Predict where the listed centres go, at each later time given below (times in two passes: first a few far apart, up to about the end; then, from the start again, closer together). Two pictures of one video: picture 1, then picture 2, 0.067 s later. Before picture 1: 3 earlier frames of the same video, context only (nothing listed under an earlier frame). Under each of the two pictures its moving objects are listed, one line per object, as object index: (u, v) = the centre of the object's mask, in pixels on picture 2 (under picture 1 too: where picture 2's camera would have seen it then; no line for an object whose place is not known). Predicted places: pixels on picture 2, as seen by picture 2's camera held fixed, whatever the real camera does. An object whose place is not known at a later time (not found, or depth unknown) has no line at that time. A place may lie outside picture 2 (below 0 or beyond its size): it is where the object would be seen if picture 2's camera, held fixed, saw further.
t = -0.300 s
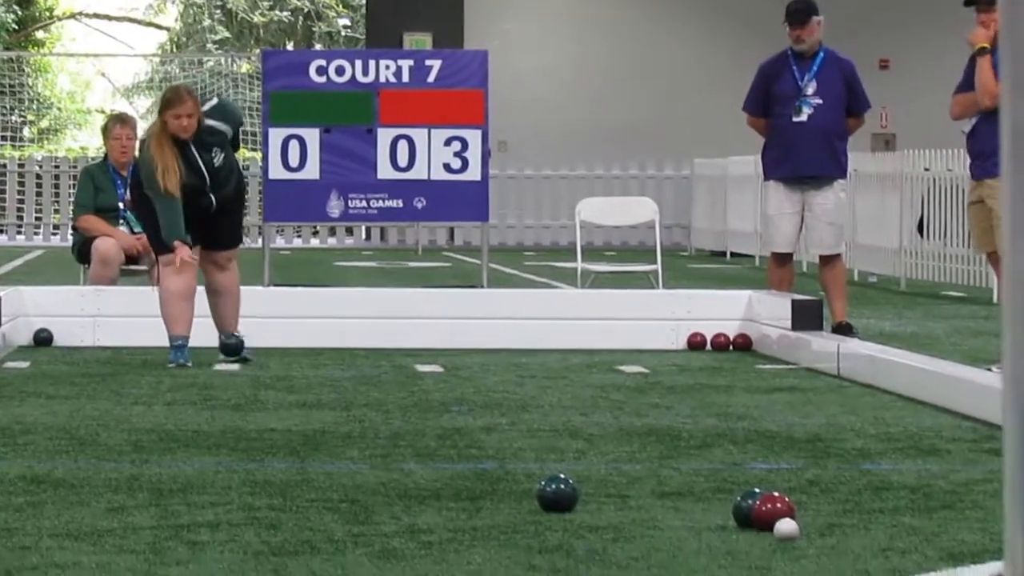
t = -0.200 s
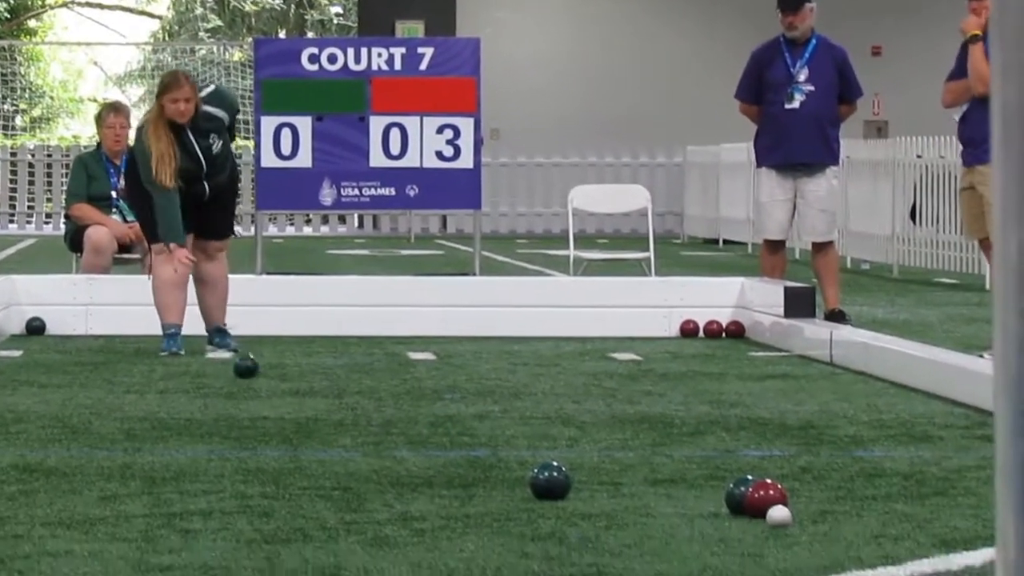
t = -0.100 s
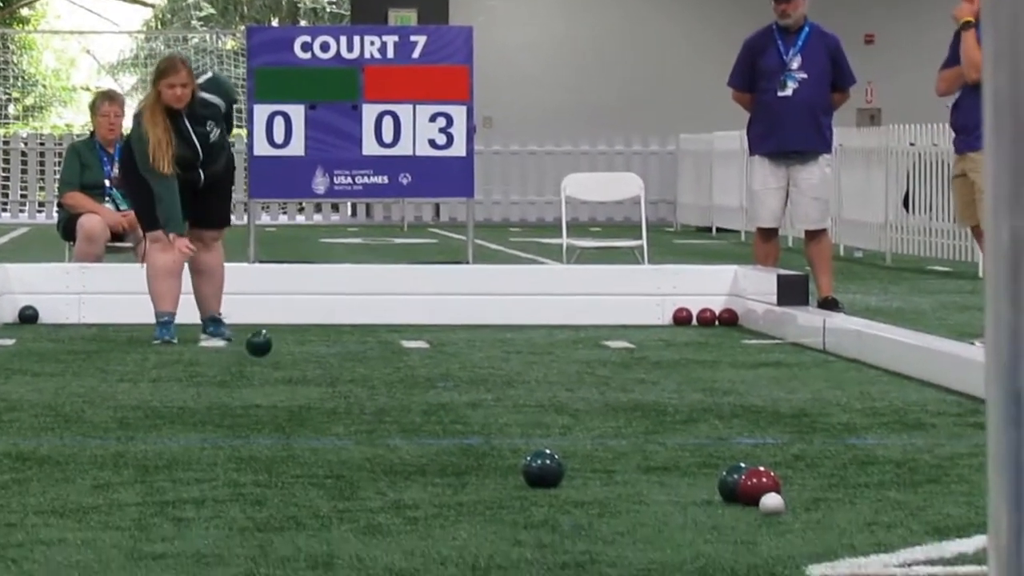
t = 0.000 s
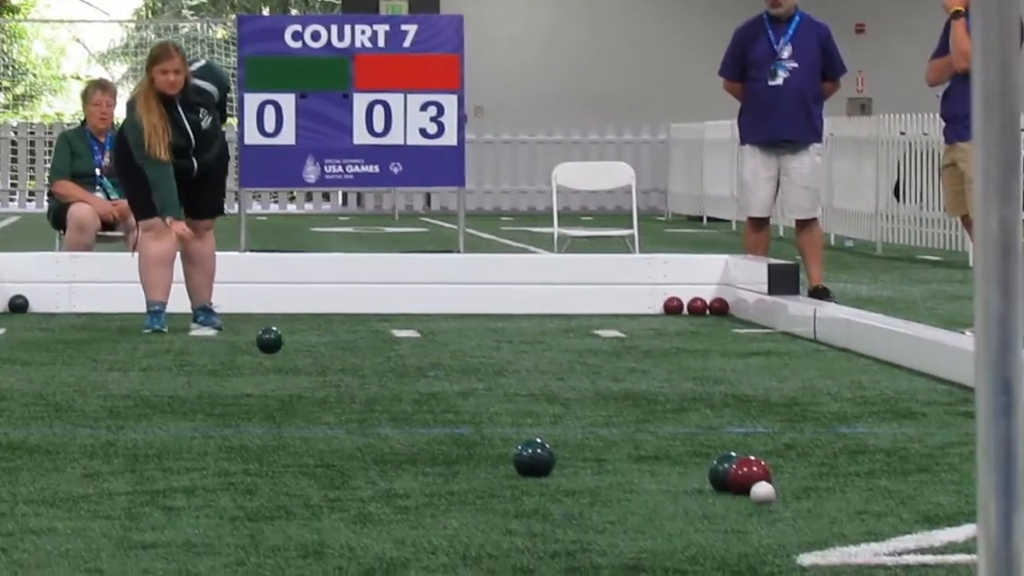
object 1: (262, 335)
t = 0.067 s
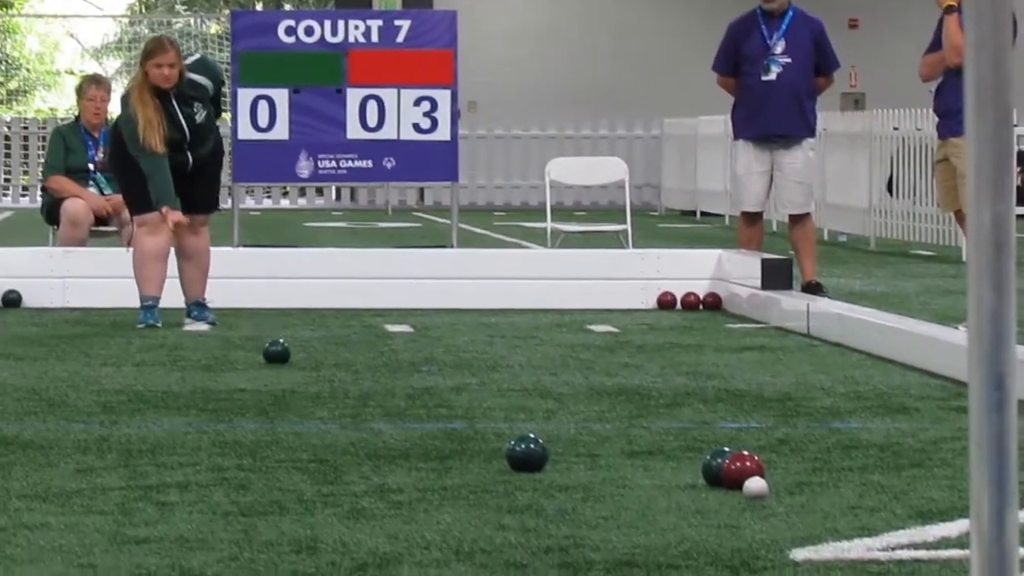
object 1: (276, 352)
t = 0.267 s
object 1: (317, 357)
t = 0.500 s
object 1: (368, 368)
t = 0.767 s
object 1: (427, 381)
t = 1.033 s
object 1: (486, 391)
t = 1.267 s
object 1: (534, 400)
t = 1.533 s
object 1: (589, 410)
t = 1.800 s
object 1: (641, 422)
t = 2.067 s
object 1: (688, 430)
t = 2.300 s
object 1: (720, 435)
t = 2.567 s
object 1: (747, 439)
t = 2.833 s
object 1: (770, 448)
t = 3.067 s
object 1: (788, 454)
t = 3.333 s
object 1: (798, 457)
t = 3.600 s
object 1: (801, 458)
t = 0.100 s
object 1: (283, 347)
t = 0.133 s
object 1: (290, 343)
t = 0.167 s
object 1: (297, 342)
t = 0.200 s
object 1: (303, 344)
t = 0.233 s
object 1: (310, 349)
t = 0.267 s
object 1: (317, 357)
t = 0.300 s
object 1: (325, 362)
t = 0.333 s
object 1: (332, 358)
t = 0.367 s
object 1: (339, 357)
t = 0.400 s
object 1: (346, 358)
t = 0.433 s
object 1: (353, 363)
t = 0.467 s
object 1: (361, 369)
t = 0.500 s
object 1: (368, 368)
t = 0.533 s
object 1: (375, 368)
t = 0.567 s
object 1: (383, 372)
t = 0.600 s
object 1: (391, 375)
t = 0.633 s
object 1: (398, 374)
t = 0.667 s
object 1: (406, 373)
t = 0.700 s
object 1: (413, 375)
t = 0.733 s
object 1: (420, 380)
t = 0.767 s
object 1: (427, 381)
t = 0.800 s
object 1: (434, 381)
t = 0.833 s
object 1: (441, 383)
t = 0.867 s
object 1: (448, 385)
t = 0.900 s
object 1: (456, 386)
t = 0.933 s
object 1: (463, 388)
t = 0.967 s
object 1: (471, 389)
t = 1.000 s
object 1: (479, 390)
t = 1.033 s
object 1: (486, 391)
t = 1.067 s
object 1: (492, 392)
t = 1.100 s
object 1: (500, 395)
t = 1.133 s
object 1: (506, 395)
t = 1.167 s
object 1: (513, 397)
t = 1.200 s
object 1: (520, 398)
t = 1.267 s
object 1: (534, 400)
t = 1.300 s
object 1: (541, 402)
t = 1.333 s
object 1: (548, 404)
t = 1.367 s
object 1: (555, 405)
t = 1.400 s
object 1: (561, 406)
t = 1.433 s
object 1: (568, 407)
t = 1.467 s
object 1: (575, 409)
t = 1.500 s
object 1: (582, 409)
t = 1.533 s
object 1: (589, 410)
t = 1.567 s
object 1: (596, 413)
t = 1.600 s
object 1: (602, 413)
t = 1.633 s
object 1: (609, 416)
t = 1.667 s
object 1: (616, 416)
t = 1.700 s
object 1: (622, 418)
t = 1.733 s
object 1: (628, 419)
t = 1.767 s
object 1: (635, 421)
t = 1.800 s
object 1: (641, 422)
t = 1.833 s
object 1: (647, 421)
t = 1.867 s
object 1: (654, 423)
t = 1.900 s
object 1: (660, 426)
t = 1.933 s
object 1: (666, 425)
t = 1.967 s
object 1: (671, 427)
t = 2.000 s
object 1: (677, 428)
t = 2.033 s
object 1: (682, 428)
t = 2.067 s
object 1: (688, 430)
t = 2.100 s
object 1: (692, 431)
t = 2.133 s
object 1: (698, 432)
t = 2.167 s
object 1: (702, 433)
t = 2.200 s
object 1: (707, 433)
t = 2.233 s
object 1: (711, 434)
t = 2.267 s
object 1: (715, 434)
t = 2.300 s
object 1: (720, 435)
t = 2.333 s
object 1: (723, 435)
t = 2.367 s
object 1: (727, 435)
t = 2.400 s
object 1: (730, 435)
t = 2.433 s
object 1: (734, 436)
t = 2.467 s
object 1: (738, 437)
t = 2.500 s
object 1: (741, 438)
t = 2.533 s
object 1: (744, 438)
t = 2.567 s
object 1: (747, 439)
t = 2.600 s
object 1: (750, 440)
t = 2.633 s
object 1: (753, 441)
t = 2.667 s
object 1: (756, 442)
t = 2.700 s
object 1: (759, 443)
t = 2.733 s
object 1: (762, 444)
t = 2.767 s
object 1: (765, 446)
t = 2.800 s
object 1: (768, 447)
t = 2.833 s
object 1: (770, 448)
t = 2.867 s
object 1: (773, 449)
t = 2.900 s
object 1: (776, 450)
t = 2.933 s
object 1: (778, 451)
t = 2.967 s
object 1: (780, 452)
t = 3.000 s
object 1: (783, 453)
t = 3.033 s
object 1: (786, 453)
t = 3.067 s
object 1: (788, 454)
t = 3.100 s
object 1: (790, 454)
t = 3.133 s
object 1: (792, 454)
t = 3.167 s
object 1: (793, 455)
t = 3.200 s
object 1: (795, 455)
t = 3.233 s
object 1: (796, 456)
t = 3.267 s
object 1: (797, 456)
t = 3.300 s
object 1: (798, 457)
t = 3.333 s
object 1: (798, 457)
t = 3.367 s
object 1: (799, 457)
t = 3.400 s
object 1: (799, 457)
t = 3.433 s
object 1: (799, 457)
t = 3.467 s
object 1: (799, 457)
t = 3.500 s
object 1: (799, 458)
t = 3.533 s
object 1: (799, 458)
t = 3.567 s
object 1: (799, 458)
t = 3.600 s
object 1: (801, 458)
